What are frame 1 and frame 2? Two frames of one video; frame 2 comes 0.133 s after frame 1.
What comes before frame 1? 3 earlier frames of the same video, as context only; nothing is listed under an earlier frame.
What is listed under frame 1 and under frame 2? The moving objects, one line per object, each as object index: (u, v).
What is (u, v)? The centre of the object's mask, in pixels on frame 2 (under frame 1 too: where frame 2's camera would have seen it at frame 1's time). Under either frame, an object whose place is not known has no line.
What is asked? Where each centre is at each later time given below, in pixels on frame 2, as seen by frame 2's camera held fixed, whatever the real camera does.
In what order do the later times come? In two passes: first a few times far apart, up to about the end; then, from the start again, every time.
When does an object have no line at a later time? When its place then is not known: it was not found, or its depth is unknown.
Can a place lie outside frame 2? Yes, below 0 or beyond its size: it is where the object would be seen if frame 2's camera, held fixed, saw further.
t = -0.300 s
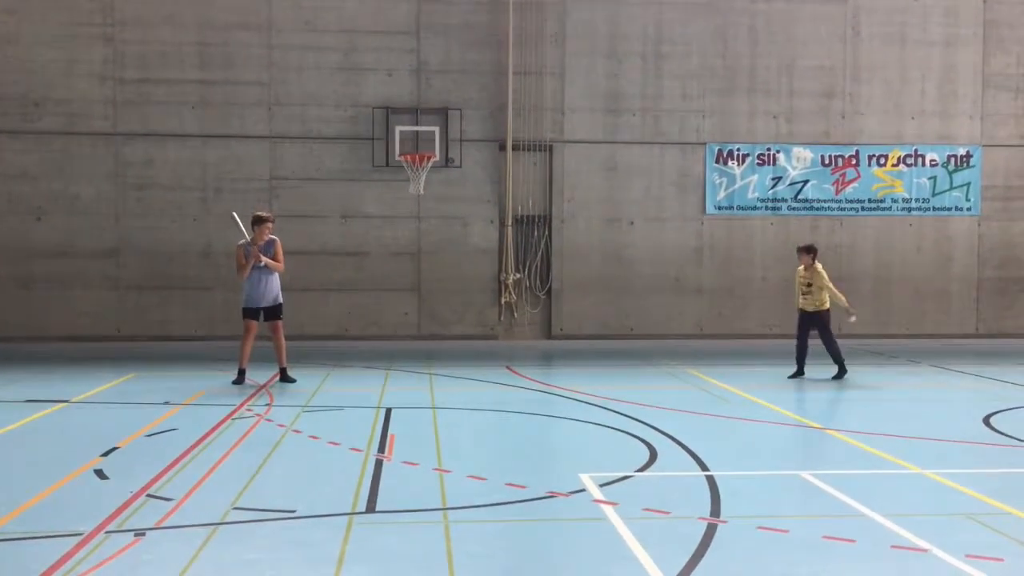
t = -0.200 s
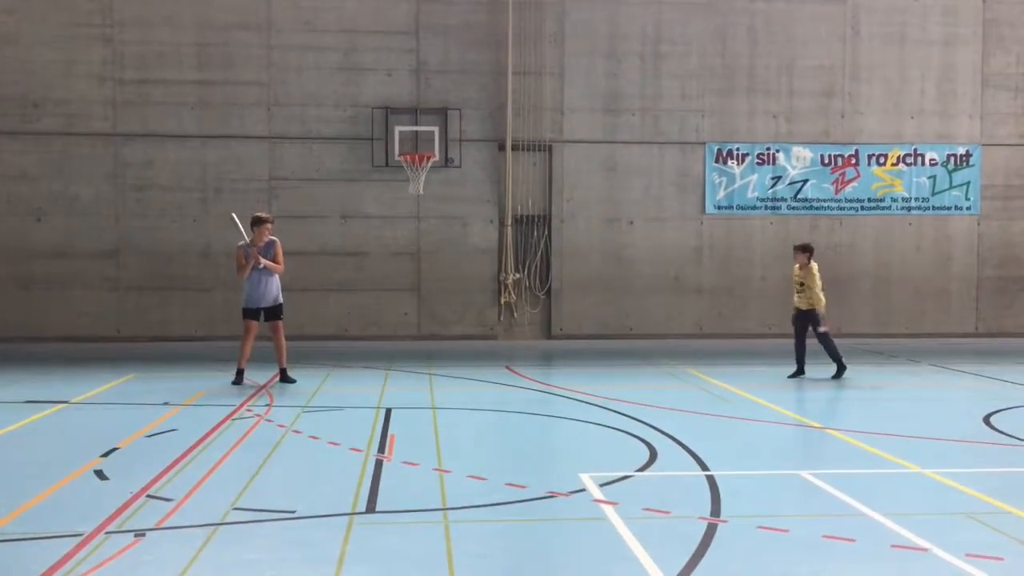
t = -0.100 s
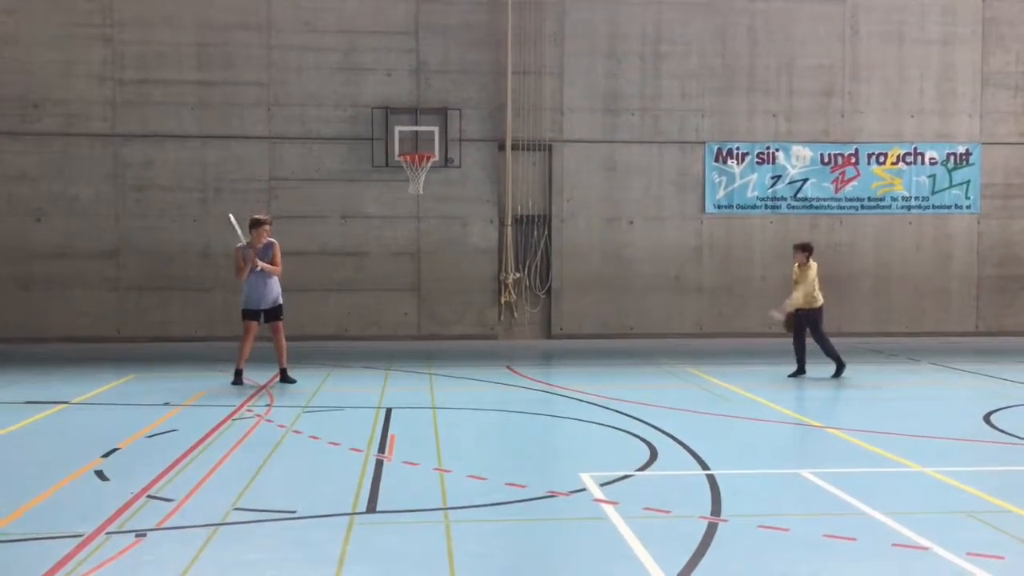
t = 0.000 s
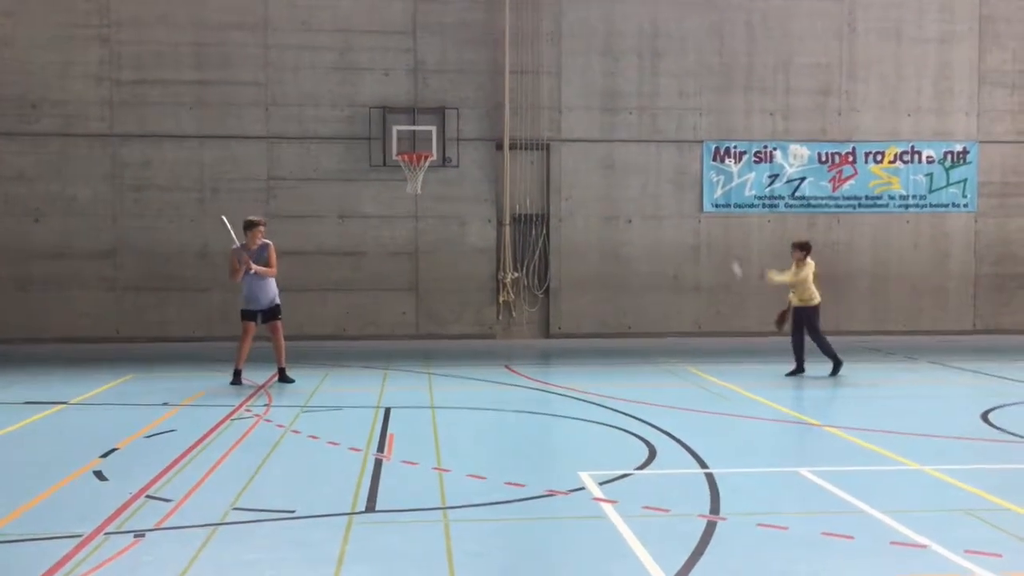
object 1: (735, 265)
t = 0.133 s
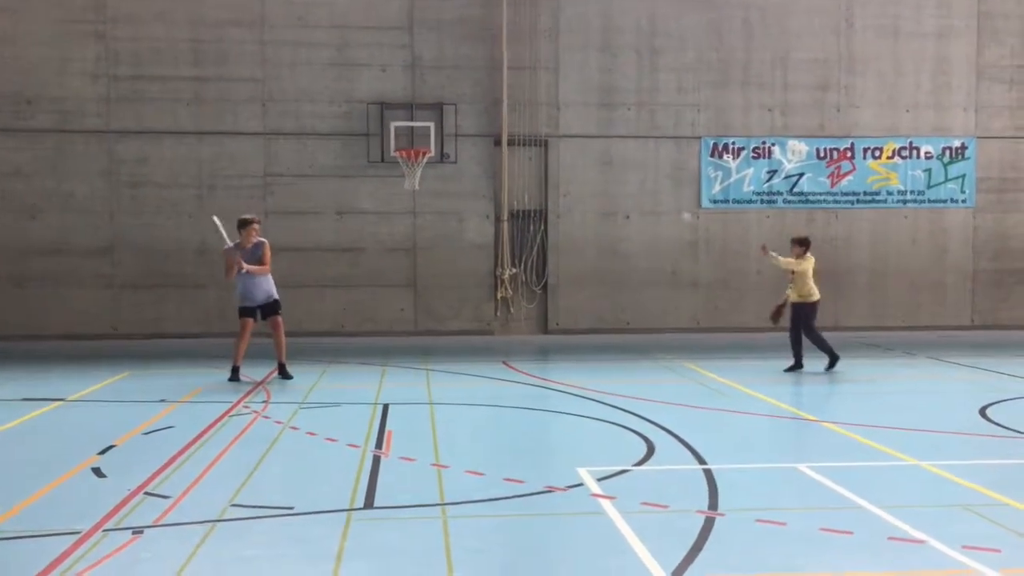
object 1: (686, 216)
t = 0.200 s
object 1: (661, 198)
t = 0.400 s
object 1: (588, 171)
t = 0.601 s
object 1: (514, 183)
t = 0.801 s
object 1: (441, 236)
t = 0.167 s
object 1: (674, 206)
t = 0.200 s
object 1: (661, 198)
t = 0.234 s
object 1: (649, 191)
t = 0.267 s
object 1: (636, 182)
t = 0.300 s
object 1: (625, 179)
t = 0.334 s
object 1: (611, 176)
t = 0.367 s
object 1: (600, 172)
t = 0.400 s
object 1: (588, 171)
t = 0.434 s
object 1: (576, 170)
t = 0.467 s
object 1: (564, 170)
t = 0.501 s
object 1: (551, 172)
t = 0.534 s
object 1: (538, 175)
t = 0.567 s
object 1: (525, 179)
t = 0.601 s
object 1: (514, 183)
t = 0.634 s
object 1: (501, 190)
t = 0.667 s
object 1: (490, 196)
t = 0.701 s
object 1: (479, 204)
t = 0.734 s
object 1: (465, 214)
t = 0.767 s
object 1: (453, 225)
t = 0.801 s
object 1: (441, 236)
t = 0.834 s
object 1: (429, 248)
